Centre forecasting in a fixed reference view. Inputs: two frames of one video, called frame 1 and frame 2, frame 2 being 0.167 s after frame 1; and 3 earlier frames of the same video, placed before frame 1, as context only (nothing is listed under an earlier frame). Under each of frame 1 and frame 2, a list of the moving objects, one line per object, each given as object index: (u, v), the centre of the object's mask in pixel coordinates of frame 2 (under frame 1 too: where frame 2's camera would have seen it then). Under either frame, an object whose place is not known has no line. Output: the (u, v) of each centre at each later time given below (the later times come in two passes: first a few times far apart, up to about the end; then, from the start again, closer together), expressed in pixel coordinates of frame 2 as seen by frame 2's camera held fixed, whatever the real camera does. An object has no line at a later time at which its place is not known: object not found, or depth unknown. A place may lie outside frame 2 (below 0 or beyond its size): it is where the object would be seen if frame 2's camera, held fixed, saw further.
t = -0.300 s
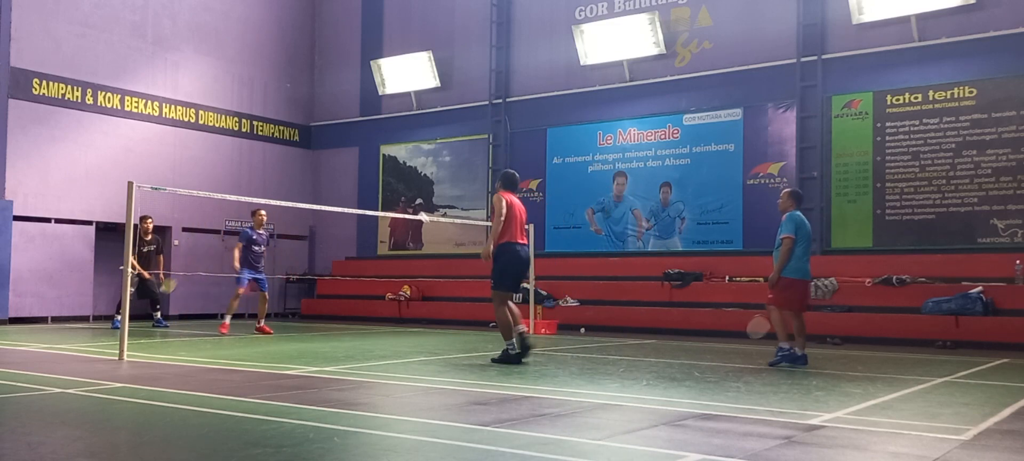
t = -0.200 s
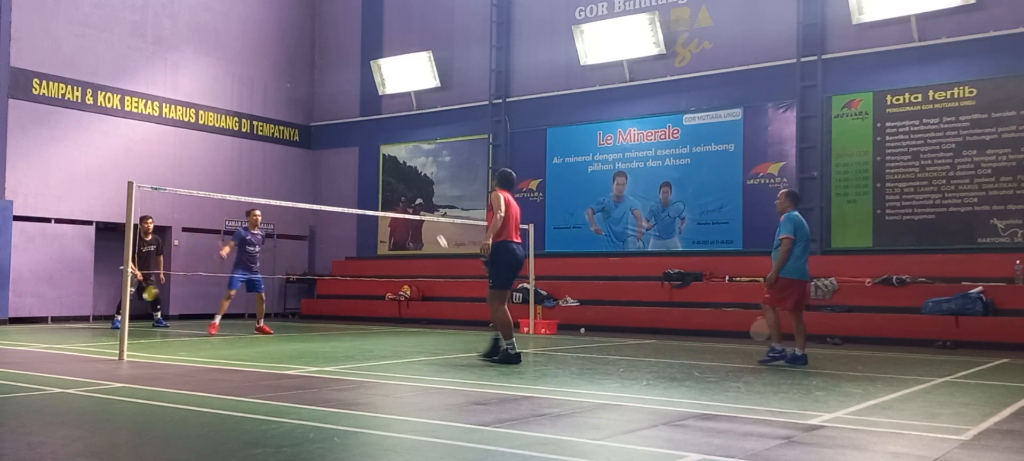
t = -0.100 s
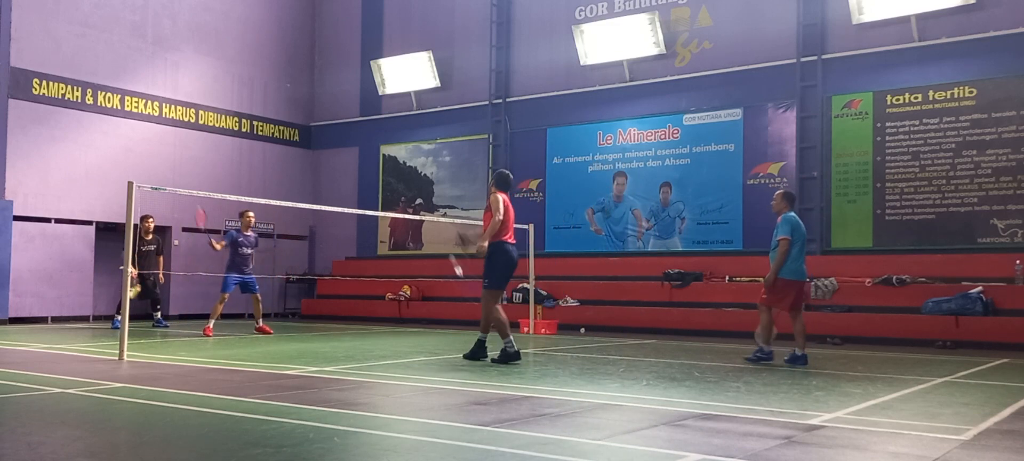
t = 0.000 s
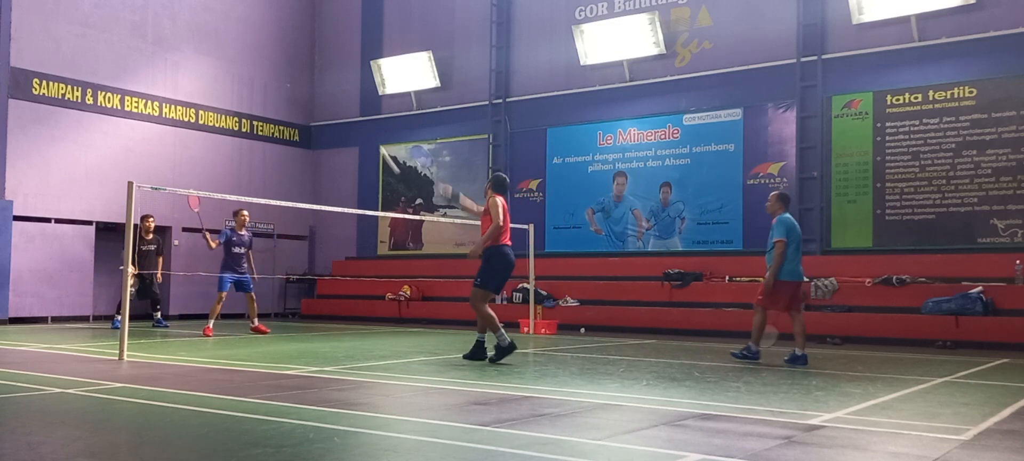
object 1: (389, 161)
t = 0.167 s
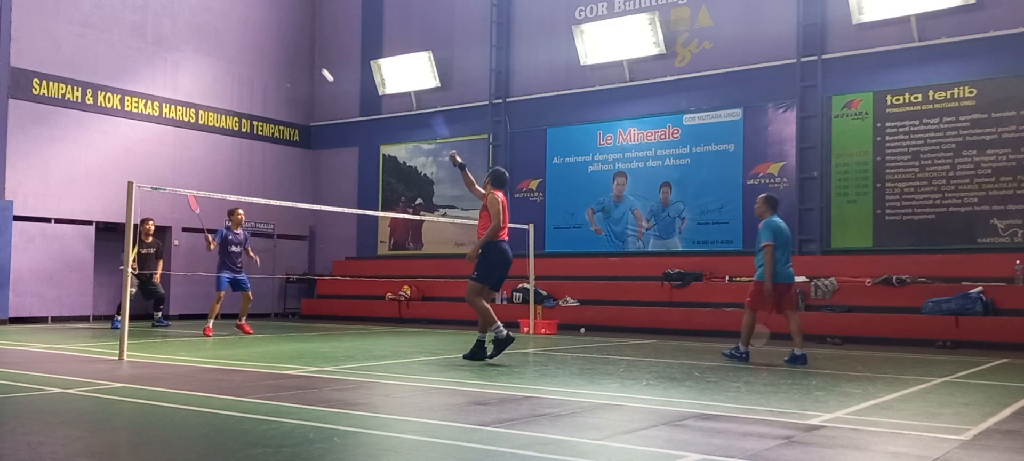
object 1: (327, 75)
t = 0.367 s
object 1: (287, 41)
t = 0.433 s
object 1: (277, 38)
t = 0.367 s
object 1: (287, 41)
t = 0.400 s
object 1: (282, 39)
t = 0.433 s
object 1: (277, 38)
